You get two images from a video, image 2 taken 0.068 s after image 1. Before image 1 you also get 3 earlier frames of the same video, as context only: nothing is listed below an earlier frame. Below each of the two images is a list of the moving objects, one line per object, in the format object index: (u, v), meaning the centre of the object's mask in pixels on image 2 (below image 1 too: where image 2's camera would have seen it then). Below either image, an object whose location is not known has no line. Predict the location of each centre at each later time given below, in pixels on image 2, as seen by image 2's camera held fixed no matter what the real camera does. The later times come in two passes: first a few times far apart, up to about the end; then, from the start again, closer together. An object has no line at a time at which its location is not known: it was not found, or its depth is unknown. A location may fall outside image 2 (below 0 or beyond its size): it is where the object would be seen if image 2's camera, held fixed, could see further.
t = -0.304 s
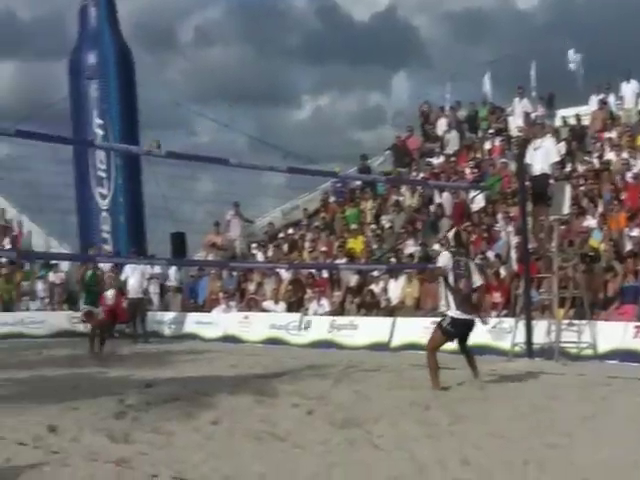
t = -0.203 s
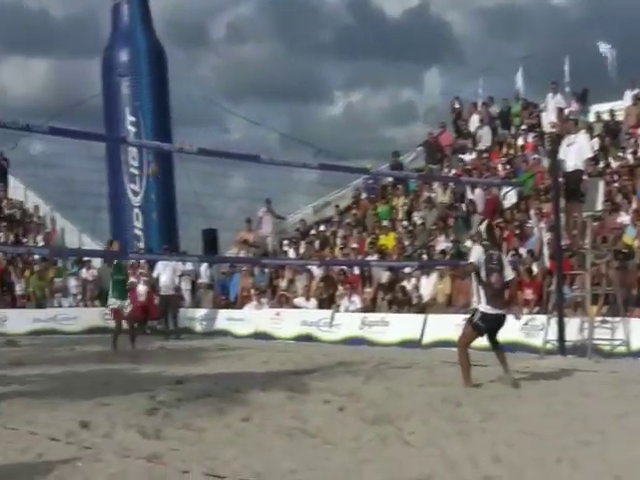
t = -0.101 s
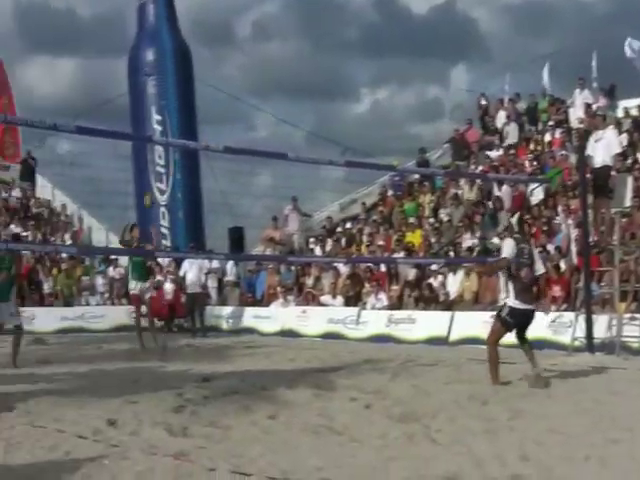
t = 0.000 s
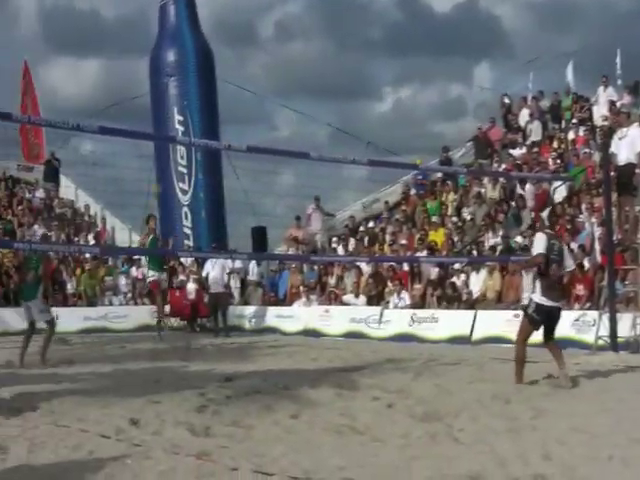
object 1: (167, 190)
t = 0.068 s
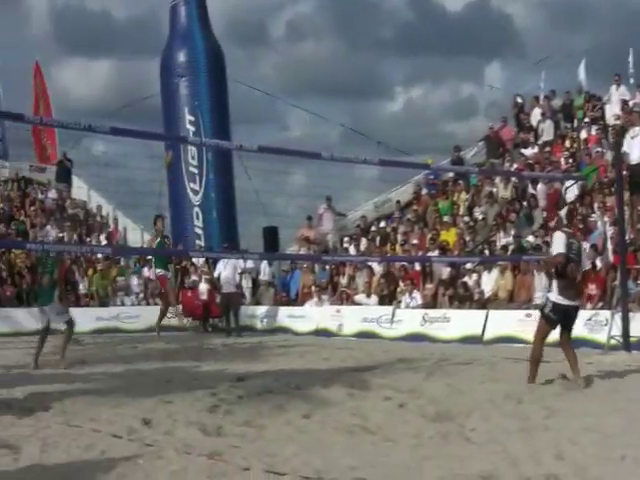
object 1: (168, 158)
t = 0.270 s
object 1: (171, 72)
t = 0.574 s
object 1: (175, -7)
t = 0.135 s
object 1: (169, 126)
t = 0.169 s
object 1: (169, 112)
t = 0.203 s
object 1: (169, 98)
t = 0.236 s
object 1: (172, 84)
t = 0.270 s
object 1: (171, 72)
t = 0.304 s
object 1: (172, 61)
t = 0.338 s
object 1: (172, 50)
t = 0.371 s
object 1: (173, 40)
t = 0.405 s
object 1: (173, 30)
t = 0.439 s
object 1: (173, 22)
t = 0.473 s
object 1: (173, 13)
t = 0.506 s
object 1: (173, 6)
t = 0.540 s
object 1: (174, -2)
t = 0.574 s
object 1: (175, -7)
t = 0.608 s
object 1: (175, -10)
